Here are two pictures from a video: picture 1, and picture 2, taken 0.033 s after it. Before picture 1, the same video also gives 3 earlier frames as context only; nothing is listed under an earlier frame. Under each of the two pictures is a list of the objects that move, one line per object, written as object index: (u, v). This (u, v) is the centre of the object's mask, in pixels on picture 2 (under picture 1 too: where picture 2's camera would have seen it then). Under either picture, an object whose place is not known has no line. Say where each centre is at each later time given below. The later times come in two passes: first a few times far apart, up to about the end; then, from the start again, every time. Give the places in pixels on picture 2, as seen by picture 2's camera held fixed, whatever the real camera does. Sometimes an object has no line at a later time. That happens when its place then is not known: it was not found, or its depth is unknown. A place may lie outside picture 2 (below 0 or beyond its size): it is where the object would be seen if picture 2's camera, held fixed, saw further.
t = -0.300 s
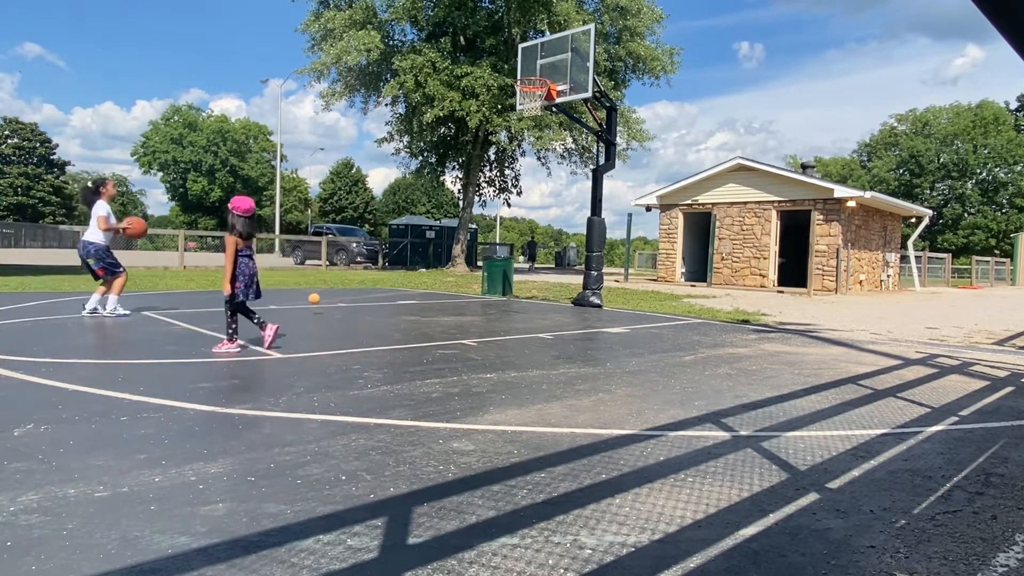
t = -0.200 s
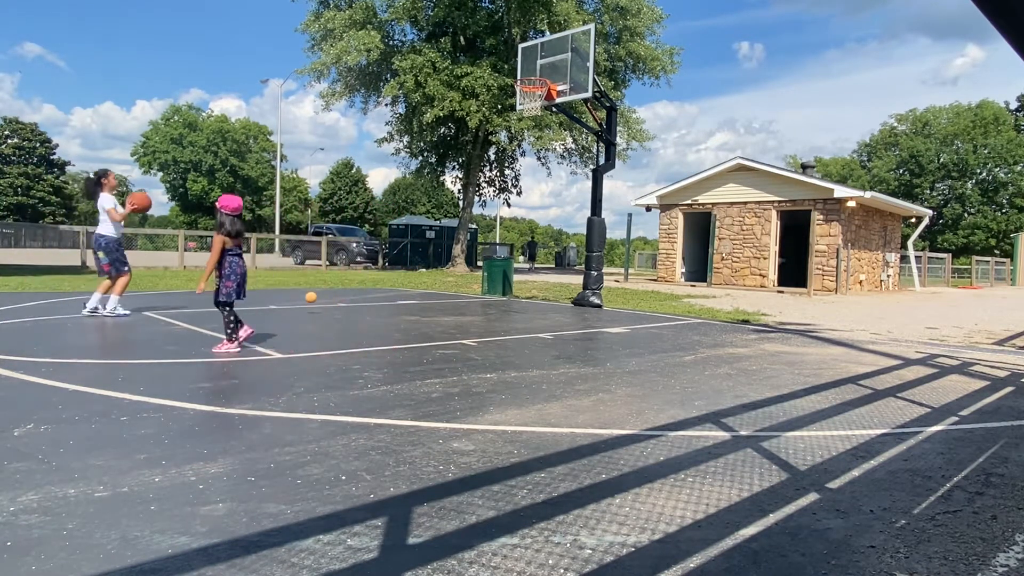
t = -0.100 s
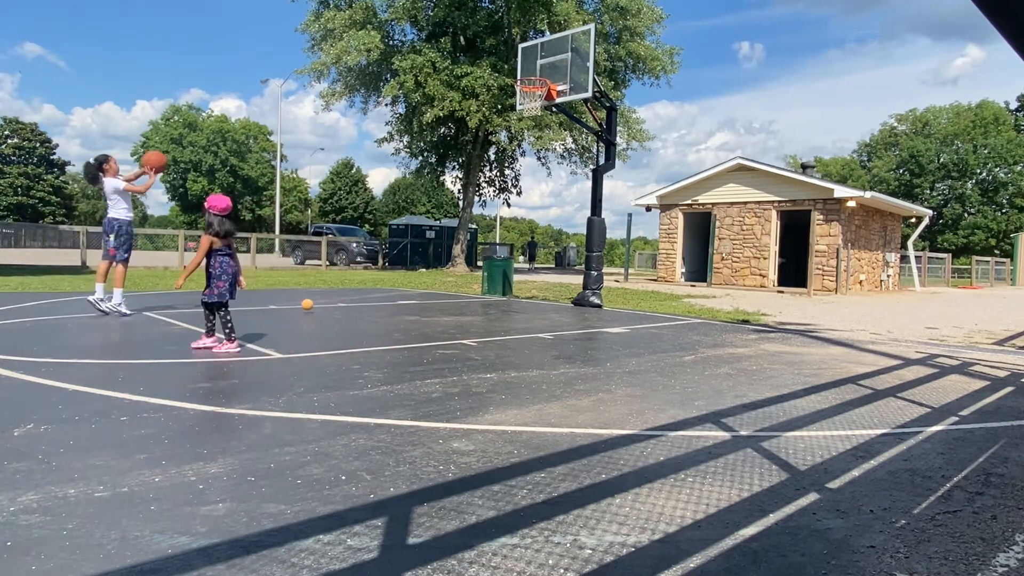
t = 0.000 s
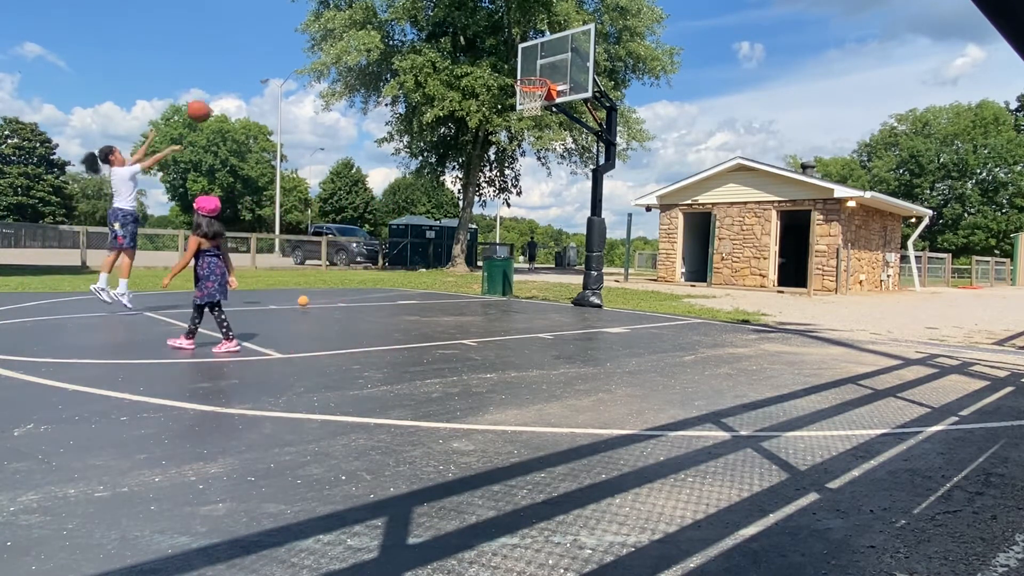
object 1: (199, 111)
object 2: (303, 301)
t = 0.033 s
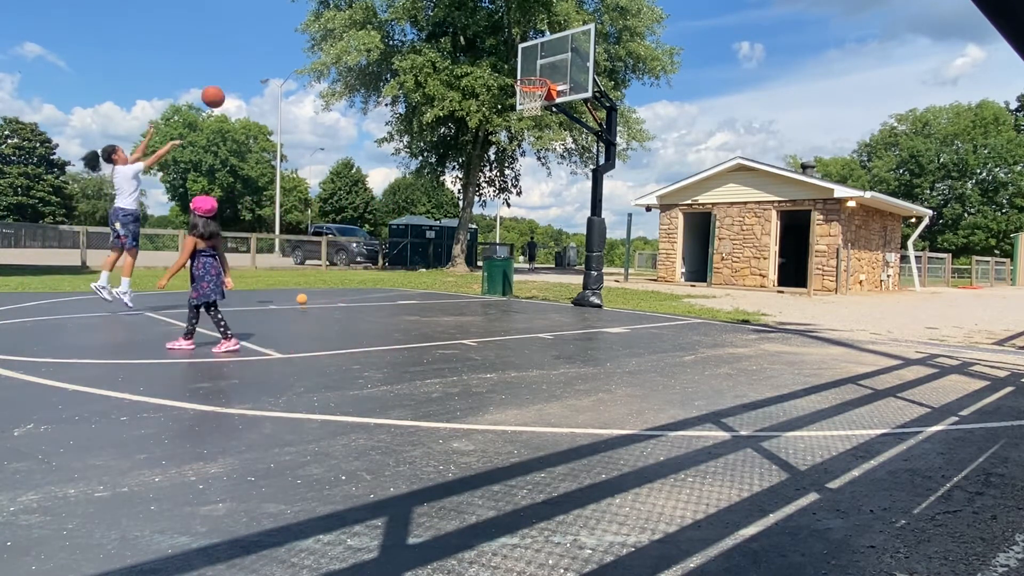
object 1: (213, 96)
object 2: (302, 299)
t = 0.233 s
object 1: (295, 34)
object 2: (294, 304)
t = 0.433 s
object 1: (368, 10)
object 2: (286, 301)
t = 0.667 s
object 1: (444, 27)
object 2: (276, 301)
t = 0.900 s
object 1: (505, 80)
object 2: (266, 302)
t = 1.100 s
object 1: (440, 111)
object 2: (257, 301)
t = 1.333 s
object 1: (367, 181)
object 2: (247, 299)
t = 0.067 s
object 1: (227, 83)
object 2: (300, 298)
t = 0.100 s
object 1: (241, 71)
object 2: (299, 299)
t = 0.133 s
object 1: (255, 60)
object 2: (298, 299)
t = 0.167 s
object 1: (269, 51)
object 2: (296, 301)
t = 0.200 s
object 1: (282, 42)
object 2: (295, 304)
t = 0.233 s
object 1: (295, 34)
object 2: (294, 304)
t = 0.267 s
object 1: (308, 28)
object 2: (292, 302)
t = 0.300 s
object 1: (320, 22)
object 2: (291, 300)
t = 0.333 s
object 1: (333, 18)
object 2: (290, 299)
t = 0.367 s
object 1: (345, 15)
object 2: (288, 299)
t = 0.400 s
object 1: (357, 12)
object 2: (287, 299)
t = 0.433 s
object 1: (368, 10)
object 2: (286, 301)
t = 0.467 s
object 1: (380, 11)
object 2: (284, 304)
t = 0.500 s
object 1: (391, 11)
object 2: (283, 302)
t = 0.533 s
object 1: (401, 13)
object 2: (281, 300)
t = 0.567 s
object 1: (413, 15)
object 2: (280, 299)
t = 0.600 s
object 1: (424, 19)
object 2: (279, 299)
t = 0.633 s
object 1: (434, 23)
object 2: (277, 299)
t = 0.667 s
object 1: (444, 27)
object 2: (276, 301)
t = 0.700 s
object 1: (454, 33)
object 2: (274, 303)
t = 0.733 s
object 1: (464, 40)
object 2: (273, 301)
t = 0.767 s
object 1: (474, 47)
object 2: (272, 300)
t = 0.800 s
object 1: (483, 55)
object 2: (270, 299)
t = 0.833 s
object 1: (492, 63)
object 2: (269, 299)
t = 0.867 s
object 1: (501, 72)
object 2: (267, 300)
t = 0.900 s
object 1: (505, 80)
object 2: (266, 302)
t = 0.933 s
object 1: (494, 83)
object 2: (265, 301)
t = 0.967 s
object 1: (482, 87)
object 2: (263, 299)
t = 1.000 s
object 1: (472, 92)
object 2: (262, 299)
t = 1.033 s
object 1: (461, 98)
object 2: (260, 299)
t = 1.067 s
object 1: (451, 104)
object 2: (259, 299)
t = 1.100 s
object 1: (440, 111)
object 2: (257, 301)
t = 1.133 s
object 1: (429, 119)
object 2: (256, 300)
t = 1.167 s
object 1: (419, 127)
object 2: (254, 299)
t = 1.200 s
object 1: (409, 137)
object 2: (253, 298)
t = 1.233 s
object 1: (398, 147)
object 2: (252, 299)
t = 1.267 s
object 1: (388, 158)
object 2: (250, 300)
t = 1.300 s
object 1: (378, 169)
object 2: (249, 301)
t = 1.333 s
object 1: (367, 181)
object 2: (247, 299)
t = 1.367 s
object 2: (246, 298)
